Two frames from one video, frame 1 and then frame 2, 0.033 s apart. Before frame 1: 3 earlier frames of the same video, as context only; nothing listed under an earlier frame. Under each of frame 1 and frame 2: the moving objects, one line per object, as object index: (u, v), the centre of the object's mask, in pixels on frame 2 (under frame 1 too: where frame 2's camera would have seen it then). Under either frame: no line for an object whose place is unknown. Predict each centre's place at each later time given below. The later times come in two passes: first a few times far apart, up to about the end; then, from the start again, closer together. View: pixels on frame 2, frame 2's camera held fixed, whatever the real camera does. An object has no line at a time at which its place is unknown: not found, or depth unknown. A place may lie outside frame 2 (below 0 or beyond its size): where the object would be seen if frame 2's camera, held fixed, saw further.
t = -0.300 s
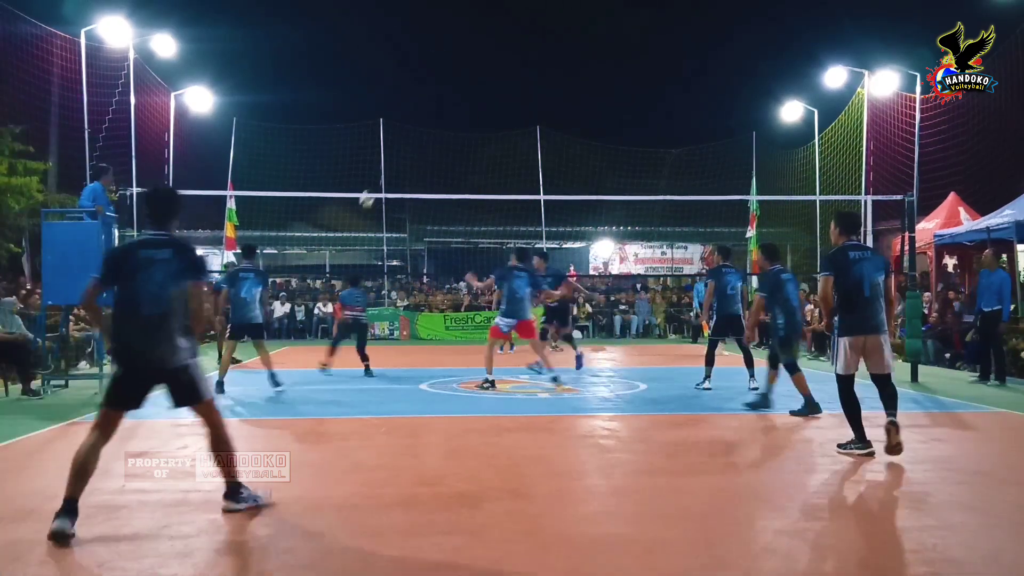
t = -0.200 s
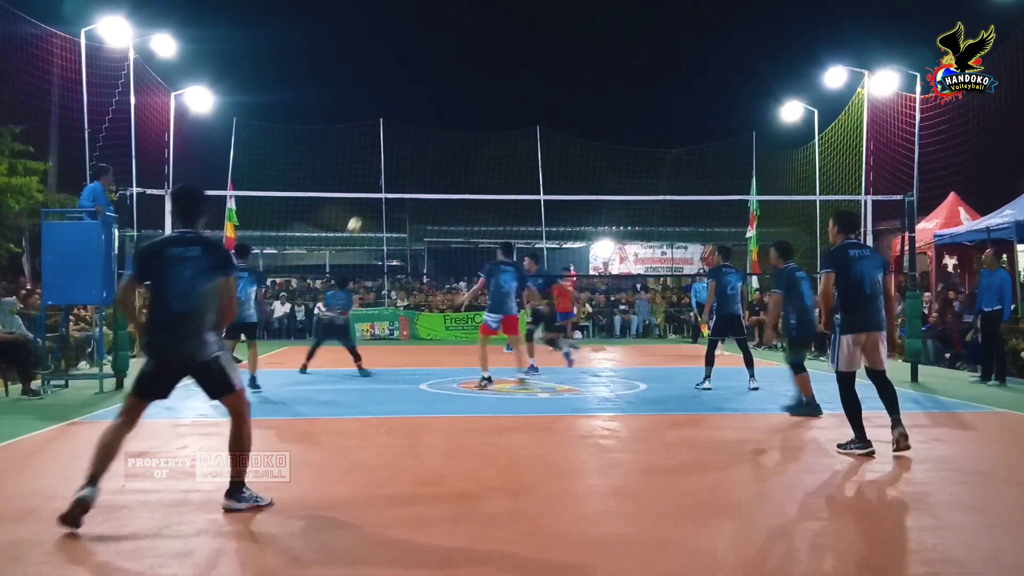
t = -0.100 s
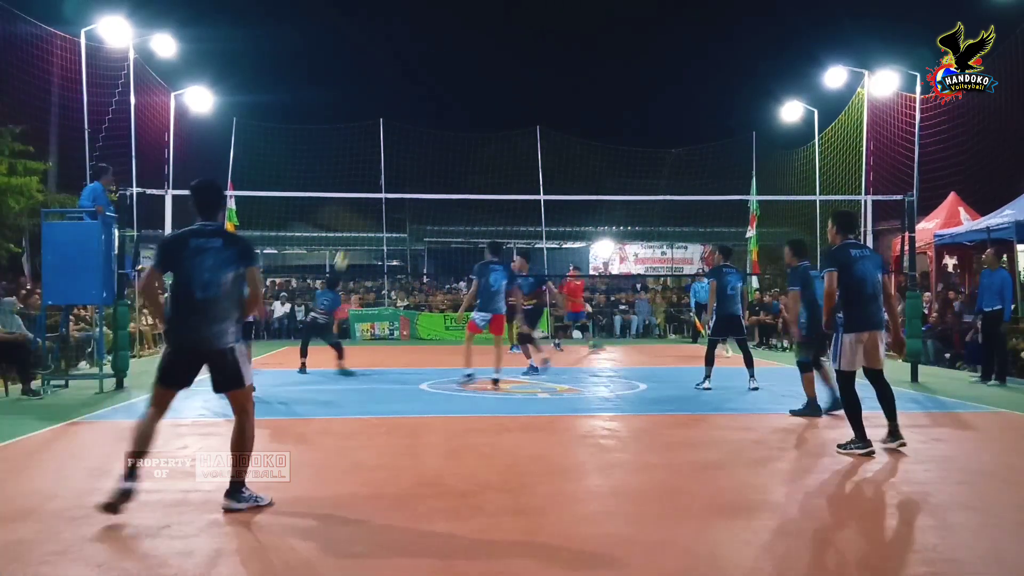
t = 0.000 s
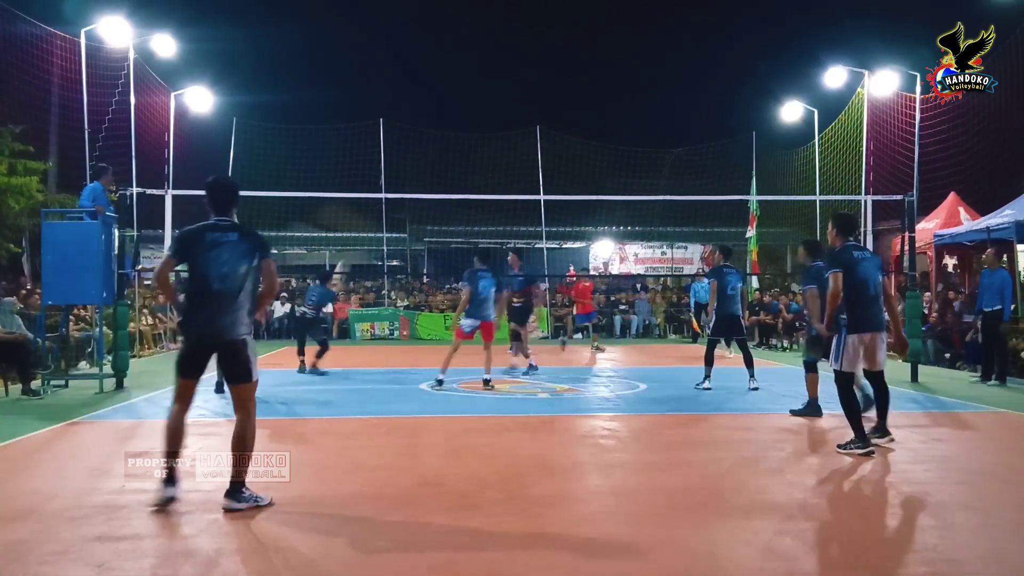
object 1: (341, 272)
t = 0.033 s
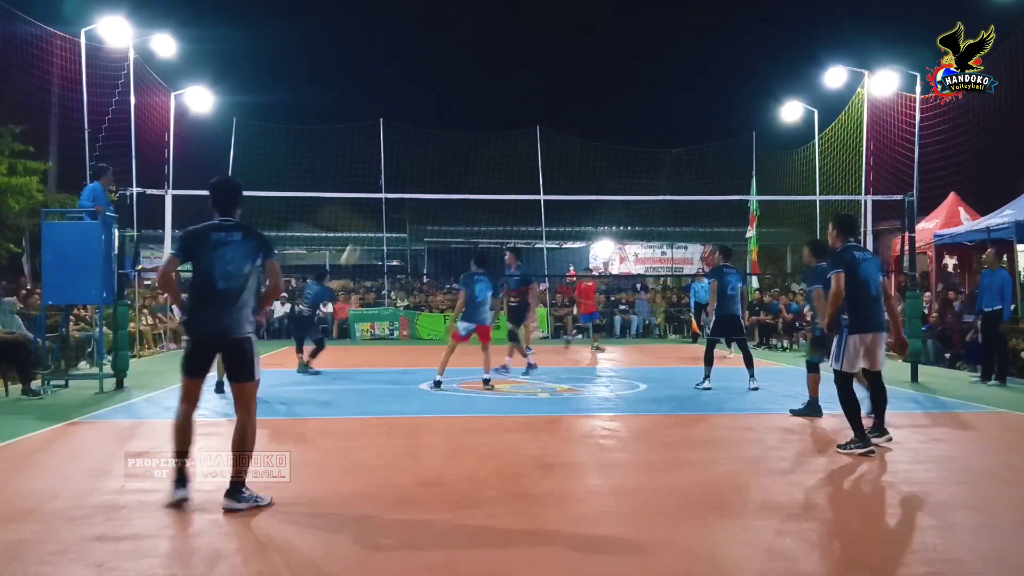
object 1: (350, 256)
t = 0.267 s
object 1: (413, 161)
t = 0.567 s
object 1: (491, 92)
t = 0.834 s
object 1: (560, 80)
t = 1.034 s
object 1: (610, 102)
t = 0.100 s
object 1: (369, 224)
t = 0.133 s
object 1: (376, 211)
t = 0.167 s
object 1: (386, 197)
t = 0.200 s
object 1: (395, 183)
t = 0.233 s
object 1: (404, 172)
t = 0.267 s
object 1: (413, 161)
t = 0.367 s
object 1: (439, 132)
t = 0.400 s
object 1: (448, 123)
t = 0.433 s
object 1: (456, 116)
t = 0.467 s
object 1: (466, 108)
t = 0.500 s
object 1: (474, 102)
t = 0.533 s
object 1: (483, 96)
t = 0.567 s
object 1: (491, 92)
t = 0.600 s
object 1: (500, 87)
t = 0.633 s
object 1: (509, 85)
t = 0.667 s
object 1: (517, 83)
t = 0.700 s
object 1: (526, 80)
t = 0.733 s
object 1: (534, 79)
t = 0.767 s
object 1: (543, 78)
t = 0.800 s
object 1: (551, 79)
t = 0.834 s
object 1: (560, 80)
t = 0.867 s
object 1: (568, 82)
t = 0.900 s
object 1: (577, 84)
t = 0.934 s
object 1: (585, 88)
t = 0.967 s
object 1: (594, 92)
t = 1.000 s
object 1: (602, 96)
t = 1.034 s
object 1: (610, 102)
